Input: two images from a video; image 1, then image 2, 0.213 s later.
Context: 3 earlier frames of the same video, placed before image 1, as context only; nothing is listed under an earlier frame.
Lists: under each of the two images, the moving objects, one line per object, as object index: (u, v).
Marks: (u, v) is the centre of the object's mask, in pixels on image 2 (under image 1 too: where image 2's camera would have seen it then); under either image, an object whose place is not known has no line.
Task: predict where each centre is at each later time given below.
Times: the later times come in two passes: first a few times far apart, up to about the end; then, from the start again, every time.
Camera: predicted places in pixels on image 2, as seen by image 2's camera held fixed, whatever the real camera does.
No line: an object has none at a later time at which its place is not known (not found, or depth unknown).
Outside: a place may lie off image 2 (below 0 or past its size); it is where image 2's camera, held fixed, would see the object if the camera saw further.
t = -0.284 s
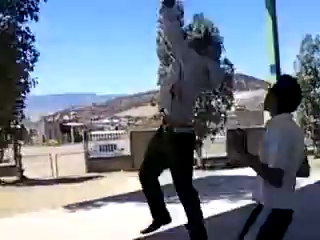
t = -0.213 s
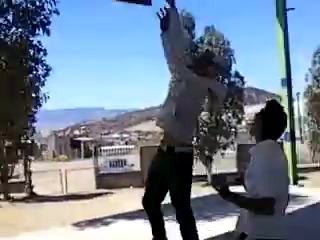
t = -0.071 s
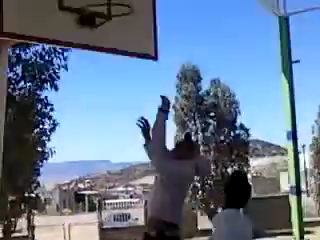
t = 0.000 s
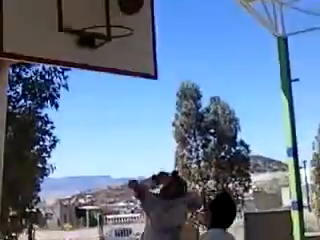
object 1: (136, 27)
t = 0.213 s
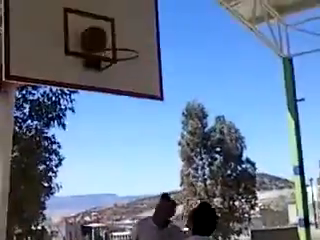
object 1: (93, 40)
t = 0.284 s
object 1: (97, 42)
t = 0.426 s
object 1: (115, 42)
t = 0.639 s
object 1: (133, 41)
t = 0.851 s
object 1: (147, 48)
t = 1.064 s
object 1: (166, 95)
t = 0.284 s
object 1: (97, 42)
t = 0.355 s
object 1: (105, 41)
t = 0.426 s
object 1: (115, 42)
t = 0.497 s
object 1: (125, 42)
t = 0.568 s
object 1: (128, 39)
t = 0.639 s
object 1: (133, 41)
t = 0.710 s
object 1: (136, 43)
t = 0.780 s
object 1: (141, 44)
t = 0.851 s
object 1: (147, 48)
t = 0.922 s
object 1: (153, 58)
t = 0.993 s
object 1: (159, 73)
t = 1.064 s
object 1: (166, 95)
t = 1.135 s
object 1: (173, 121)
